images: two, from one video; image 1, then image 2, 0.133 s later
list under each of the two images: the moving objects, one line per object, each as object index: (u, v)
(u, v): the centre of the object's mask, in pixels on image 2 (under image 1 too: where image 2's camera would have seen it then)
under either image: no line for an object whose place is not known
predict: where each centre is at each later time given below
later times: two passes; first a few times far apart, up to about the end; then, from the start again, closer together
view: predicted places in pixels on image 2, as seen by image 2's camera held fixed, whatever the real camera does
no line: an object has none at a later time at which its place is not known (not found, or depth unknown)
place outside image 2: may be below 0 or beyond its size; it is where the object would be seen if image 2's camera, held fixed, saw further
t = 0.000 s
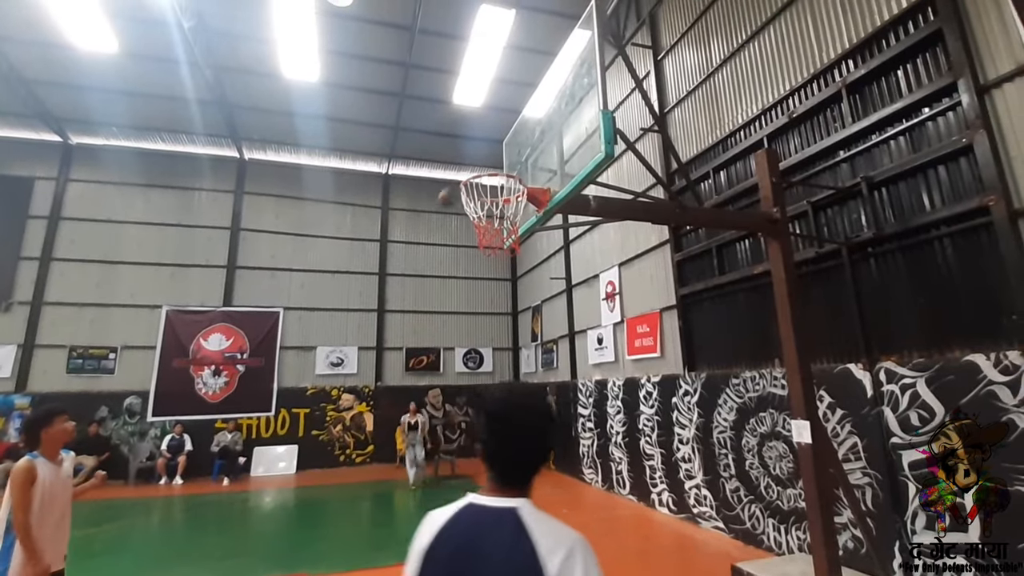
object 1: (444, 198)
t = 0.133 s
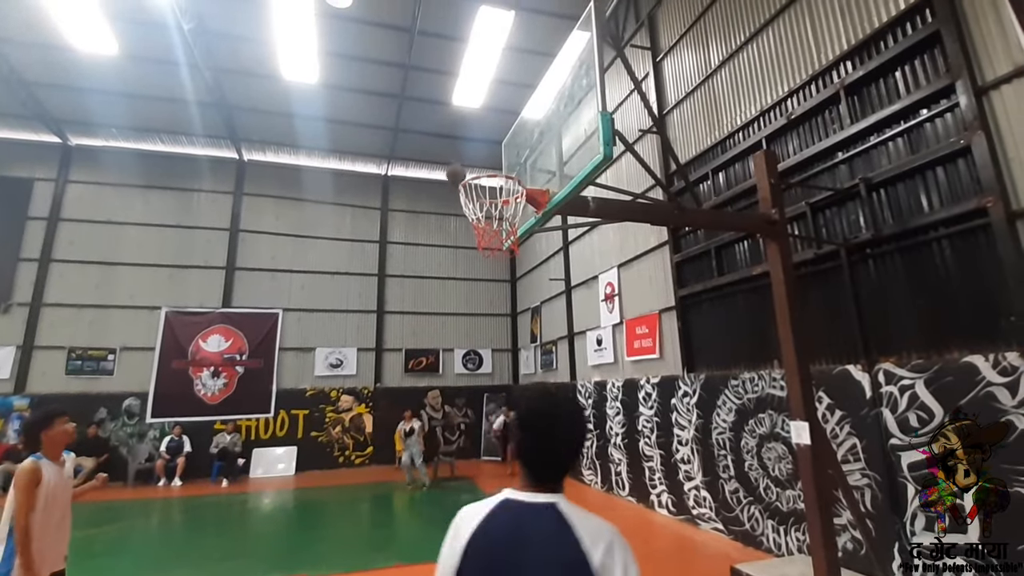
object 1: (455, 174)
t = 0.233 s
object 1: (463, 162)
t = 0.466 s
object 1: (491, 160)
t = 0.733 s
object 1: (417, 184)
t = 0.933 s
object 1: (348, 234)
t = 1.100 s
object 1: (292, 299)
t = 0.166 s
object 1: (458, 169)
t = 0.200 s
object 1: (460, 166)
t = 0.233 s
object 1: (463, 162)
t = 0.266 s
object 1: (466, 158)
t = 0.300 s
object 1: (469, 156)
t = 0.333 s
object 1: (472, 155)
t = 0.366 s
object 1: (475, 155)
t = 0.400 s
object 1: (477, 154)
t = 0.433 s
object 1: (483, 156)
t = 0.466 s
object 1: (491, 160)
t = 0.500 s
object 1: (498, 164)
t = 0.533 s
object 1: (505, 173)
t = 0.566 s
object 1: (498, 168)
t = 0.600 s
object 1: (474, 166)
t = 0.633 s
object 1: (460, 170)
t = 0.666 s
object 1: (447, 174)
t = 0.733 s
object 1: (417, 184)
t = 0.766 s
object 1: (404, 190)
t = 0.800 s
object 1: (392, 196)
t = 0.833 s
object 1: (380, 203)
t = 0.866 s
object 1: (369, 212)
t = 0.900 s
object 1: (357, 221)
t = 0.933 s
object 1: (348, 234)
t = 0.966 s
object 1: (335, 245)
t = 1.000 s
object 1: (324, 256)
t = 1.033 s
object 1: (313, 271)
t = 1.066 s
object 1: (302, 284)
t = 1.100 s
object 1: (292, 299)
